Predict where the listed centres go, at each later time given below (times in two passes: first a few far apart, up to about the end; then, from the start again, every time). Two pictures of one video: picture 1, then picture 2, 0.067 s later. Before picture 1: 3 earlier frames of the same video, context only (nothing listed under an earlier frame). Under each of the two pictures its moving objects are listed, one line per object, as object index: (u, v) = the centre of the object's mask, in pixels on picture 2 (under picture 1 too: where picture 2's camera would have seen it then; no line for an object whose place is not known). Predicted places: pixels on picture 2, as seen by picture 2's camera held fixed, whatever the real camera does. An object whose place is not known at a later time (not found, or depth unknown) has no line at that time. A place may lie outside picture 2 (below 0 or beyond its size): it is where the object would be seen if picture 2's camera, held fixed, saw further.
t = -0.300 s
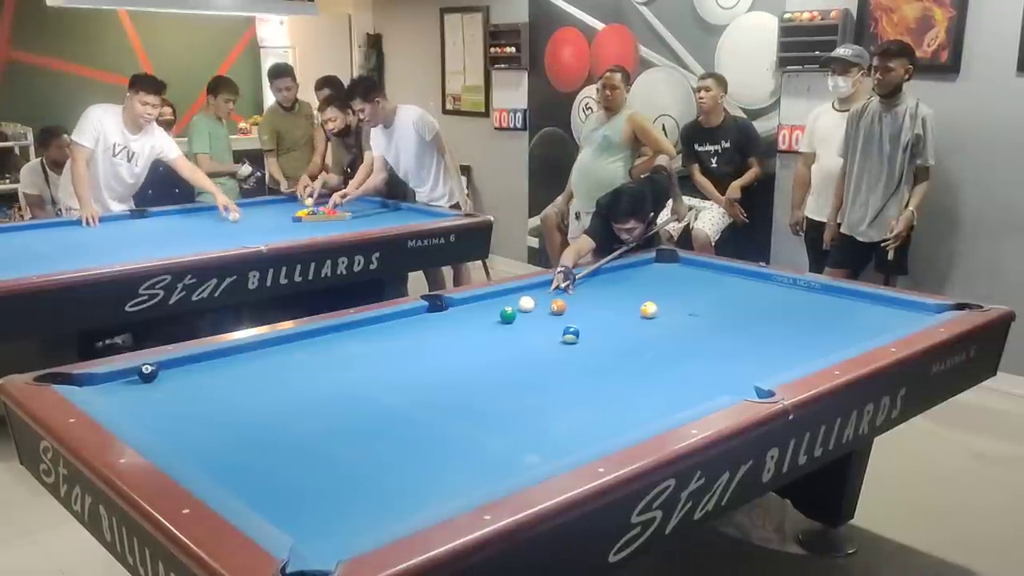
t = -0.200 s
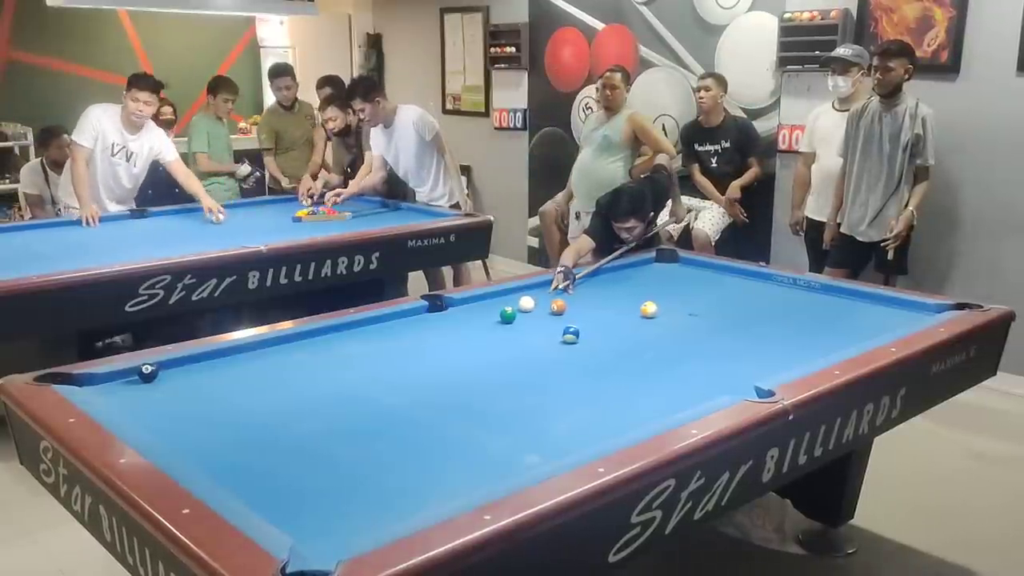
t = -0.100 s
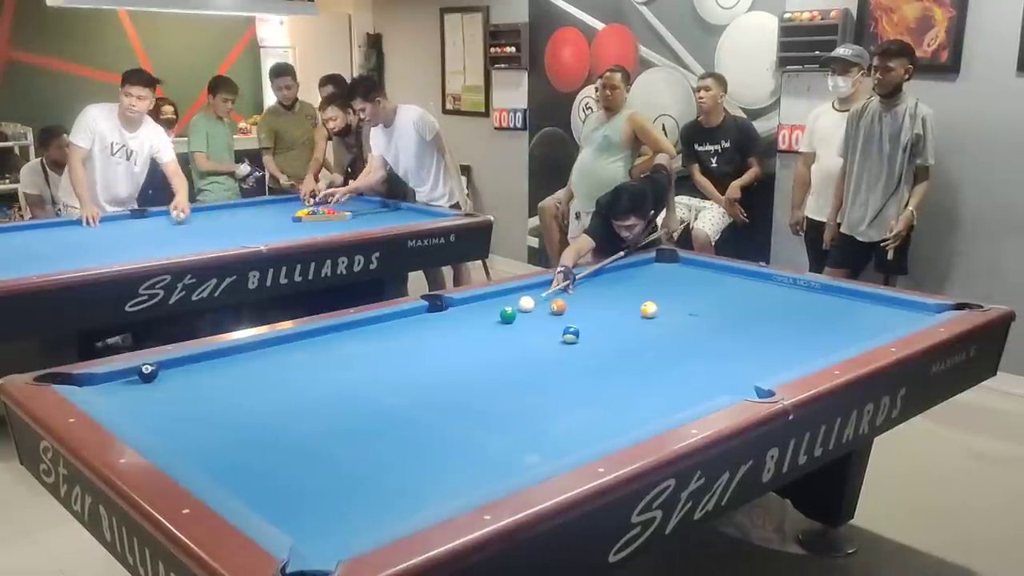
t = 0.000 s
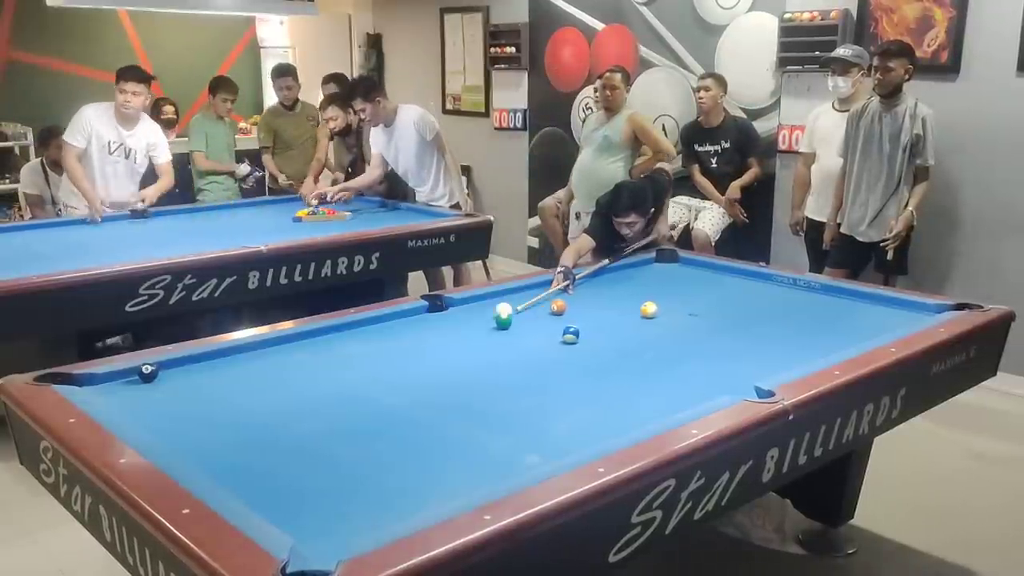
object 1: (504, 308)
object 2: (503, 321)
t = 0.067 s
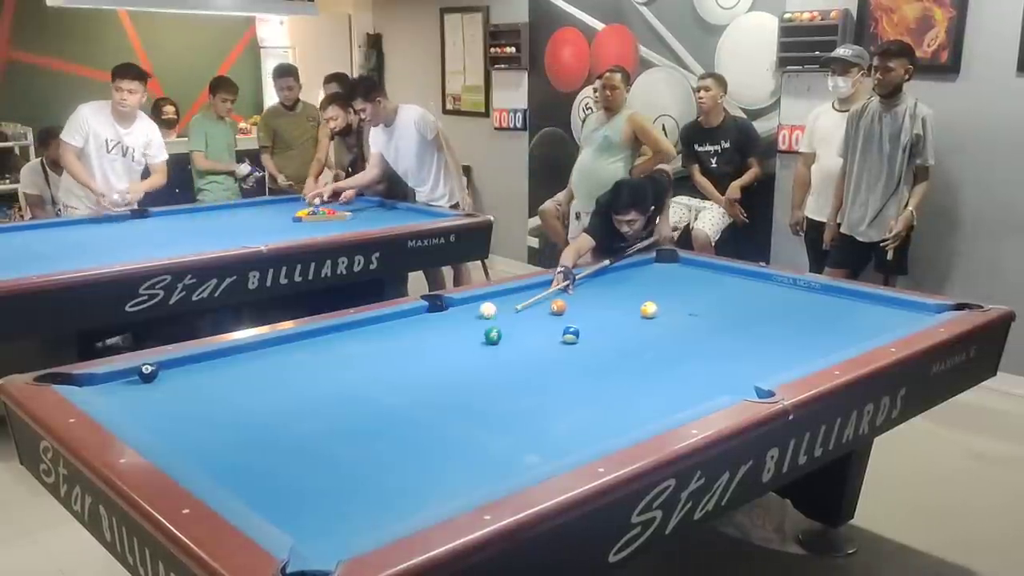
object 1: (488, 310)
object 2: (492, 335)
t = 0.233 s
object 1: (455, 309)
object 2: (466, 371)
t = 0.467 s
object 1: (430, 311)
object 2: (421, 431)
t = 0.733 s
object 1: (431, 317)
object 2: (343, 532)
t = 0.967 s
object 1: (432, 321)
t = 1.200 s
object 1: (433, 325)
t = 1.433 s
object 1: (435, 331)
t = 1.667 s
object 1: (436, 335)
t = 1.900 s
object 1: (437, 339)
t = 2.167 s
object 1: (439, 342)
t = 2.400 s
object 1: (440, 345)
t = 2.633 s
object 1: (442, 348)
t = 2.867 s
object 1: (443, 350)
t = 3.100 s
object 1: (444, 351)
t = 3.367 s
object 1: (445, 352)
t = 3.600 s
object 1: (445, 353)
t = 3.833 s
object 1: (445, 353)
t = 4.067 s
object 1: (445, 353)
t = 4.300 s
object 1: (445, 353)
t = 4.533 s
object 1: (445, 353)
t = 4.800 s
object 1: (445, 353)
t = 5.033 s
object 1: (445, 353)
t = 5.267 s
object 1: (445, 353)
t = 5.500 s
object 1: (445, 353)
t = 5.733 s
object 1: (445, 353)
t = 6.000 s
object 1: (445, 353)
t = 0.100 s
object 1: (481, 310)
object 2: (487, 342)
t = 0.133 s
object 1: (474, 310)
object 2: (482, 350)
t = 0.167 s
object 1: (467, 310)
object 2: (477, 356)
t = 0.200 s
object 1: (462, 309)
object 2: (471, 363)
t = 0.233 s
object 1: (455, 309)
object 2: (466, 371)
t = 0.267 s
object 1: (448, 309)
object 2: (461, 378)
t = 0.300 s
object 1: (442, 309)
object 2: (455, 386)
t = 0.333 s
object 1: (435, 309)
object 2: (449, 393)
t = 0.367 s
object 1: (429, 309)
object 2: (442, 402)
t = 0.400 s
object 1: (430, 309)
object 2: (435, 411)
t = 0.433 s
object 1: (430, 310)
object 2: (428, 421)
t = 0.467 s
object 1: (430, 311)
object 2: (421, 431)
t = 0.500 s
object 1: (430, 312)
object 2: (413, 441)
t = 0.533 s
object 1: (431, 312)
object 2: (404, 452)
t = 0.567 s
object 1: (431, 313)
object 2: (396, 464)
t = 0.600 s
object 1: (431, 314)
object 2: (387, 476)
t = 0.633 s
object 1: (431, 315)
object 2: (376, 489)
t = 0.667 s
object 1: (431, 315)
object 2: (366, 504)
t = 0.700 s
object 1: (431, 316)
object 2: (355, 518)
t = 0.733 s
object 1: (431, 317)
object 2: (343, 532)
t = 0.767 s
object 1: (432, 317)
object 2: (330, 550)
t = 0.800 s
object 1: (432, 318)
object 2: (317, 565)
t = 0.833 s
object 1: (432, 319)
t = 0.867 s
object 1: (432, 320)
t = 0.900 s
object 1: (432, 320)
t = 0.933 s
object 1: (432, 321)
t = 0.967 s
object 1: (432, 321)
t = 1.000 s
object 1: (433, 322)
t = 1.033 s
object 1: (432, 322)
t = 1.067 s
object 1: (433, 323)
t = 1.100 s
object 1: (433, 324)
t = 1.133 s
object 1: (433, 324)
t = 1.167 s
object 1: (433, 325)
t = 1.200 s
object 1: (433, 325)
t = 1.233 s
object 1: (433, 327)
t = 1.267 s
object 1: (434, 328)
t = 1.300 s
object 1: (434, 328)
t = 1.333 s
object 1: (434, 329)
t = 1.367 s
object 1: (434, 329)
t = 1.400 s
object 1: (434, 330)
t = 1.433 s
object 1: (435, 331)
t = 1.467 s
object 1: (435, 331)
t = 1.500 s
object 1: (435, 332)
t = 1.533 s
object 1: (435, 332)
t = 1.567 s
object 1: (435, 333)
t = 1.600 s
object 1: (435, 334)
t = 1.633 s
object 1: (436, 334)
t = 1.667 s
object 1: (436, 335)
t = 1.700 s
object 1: (436, 336)
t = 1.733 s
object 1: (436, 336)
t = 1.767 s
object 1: (436, 337)
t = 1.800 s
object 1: (437, 337)
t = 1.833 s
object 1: (437, 338)
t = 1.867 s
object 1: (437, 338)
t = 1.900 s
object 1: (437, 339)
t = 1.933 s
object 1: (438, 339)
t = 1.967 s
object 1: (438, 339)
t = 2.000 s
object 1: (438, 340)
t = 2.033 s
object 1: (438, 340)
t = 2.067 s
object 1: (438, 341)
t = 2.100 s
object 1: (439, 341)
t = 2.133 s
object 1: (439, 342)
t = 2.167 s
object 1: (439, 342)
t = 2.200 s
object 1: (439, 343)
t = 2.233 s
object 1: (440, 343)
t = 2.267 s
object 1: (440, 344)
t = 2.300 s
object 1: (440, 344)
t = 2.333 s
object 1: (440, 344)
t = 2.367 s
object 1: (440, 345)
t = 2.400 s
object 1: (440, 345)
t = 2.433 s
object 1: (441, 345)
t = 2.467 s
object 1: (441, 346)
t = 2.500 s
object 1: (441, 346)
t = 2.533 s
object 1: (441, 347)
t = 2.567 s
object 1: (441, 347)
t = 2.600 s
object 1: (441, 347)
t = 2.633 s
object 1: (442, 348)
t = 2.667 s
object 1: (442, 348)
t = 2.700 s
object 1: (442, 348)
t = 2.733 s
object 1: (442, 349)
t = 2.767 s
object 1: (442, 349)
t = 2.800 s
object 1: (443, 349)
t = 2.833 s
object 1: (443, 349)
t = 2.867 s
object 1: (443, 350)
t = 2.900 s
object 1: (443, 350)
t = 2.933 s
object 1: (443, 350)
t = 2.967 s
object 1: (443, 350)
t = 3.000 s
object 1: (444, 351)
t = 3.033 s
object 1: (444, 351)
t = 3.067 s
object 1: (444, 351)
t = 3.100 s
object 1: (444, 351)
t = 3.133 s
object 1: (444, 351)
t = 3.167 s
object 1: (444, 352)
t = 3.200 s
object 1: (444, 352)
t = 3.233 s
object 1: (444, 352)
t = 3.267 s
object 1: (444, 352)
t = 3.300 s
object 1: (444, 352)
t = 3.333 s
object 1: (444, 352)
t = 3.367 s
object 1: (445, 352)
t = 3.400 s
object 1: (445, 352)
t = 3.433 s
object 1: (445, 352)
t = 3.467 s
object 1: (445, 353)
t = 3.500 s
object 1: (445, 353)
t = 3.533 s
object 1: (445, 353)
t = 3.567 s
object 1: (445, 353)
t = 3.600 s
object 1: (445, 353)
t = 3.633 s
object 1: (445, 353)
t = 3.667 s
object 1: (445, 353)
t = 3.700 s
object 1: (445, 353)
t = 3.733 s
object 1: (445, 353)
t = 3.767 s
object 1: (445, 353)
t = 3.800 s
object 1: (445, 353)
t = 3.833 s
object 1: (445, 353)
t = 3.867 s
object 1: (445, 353)
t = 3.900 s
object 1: (445, 353)
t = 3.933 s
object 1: (445, 353)
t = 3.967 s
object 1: (445, 353)
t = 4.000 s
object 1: (445, 353)
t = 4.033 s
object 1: (445, 353)
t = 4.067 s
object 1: (445, 353)
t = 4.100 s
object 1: (445, 353)
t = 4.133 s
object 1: (445, 353)
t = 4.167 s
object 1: (445, 353)
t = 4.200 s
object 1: (445, 353)
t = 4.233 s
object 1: (445, 353)
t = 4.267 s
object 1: (445, 353)
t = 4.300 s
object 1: (445, 353)
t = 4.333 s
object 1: (445, 353)
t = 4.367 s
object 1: (445, 353)
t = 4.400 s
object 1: (445, 353)
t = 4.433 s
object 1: (445, 353)
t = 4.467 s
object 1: (445, 353)
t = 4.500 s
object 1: (445, 353)
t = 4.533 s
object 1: (445, 353)
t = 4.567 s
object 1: (445, 353)
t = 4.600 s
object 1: (445, 353)
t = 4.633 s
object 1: (445, 353)
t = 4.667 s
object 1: (445, 353)
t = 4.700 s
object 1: (445, 353)
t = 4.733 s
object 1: (445, 353)
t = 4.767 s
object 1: (445, 353)
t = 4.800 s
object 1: (445, 353)
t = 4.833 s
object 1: (445, 353)
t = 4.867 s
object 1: (445, 353)
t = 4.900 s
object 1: (445, 353)
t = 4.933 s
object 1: (445, 353)
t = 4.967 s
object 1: (445, 353)
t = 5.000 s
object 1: (445, 353)
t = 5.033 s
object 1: (445, 353)
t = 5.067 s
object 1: (445, 353)
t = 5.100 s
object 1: (445, 353)
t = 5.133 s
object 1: (445, 353)
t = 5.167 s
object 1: (445, 353)
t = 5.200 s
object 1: (445, 353)
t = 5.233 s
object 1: (445, 353)
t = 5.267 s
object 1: (445, 353)
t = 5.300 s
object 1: (445, 353)
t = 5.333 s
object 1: (445, 353)
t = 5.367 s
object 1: (445, 353)
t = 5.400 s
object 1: (445, 353)
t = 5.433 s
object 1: (445, 353)
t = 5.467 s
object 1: (445, 353)
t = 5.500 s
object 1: (445, 353)
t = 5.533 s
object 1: (445, 353)
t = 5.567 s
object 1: (445, 353)
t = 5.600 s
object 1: (445, 353)
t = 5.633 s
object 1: (445, 353)
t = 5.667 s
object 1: (445, 353)
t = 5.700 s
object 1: (445, 353)
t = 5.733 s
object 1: (445, 353)
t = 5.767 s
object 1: (445, 353)
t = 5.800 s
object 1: (445, 353)
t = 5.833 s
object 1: (445, 353)
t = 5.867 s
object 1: (445, 353)
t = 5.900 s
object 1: (445, 353)
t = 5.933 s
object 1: (445, 353)
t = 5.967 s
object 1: (445, 353)
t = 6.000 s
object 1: (445, 353)
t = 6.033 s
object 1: (445, 353)
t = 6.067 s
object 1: (445, 353)
